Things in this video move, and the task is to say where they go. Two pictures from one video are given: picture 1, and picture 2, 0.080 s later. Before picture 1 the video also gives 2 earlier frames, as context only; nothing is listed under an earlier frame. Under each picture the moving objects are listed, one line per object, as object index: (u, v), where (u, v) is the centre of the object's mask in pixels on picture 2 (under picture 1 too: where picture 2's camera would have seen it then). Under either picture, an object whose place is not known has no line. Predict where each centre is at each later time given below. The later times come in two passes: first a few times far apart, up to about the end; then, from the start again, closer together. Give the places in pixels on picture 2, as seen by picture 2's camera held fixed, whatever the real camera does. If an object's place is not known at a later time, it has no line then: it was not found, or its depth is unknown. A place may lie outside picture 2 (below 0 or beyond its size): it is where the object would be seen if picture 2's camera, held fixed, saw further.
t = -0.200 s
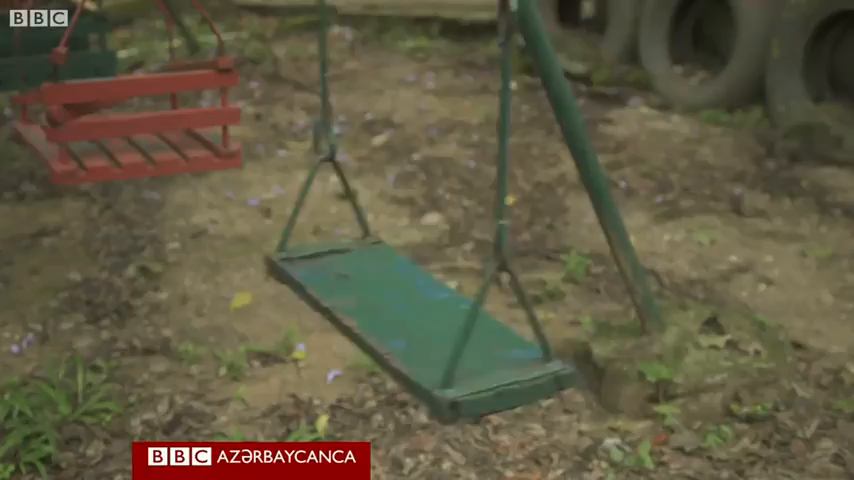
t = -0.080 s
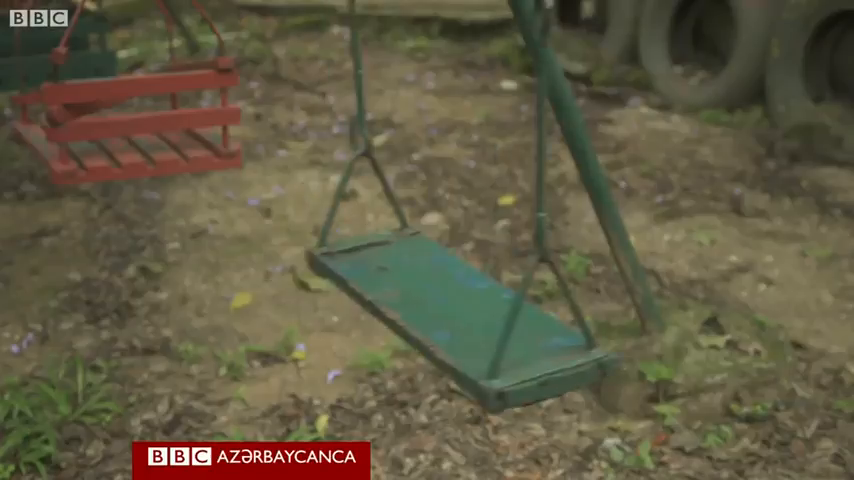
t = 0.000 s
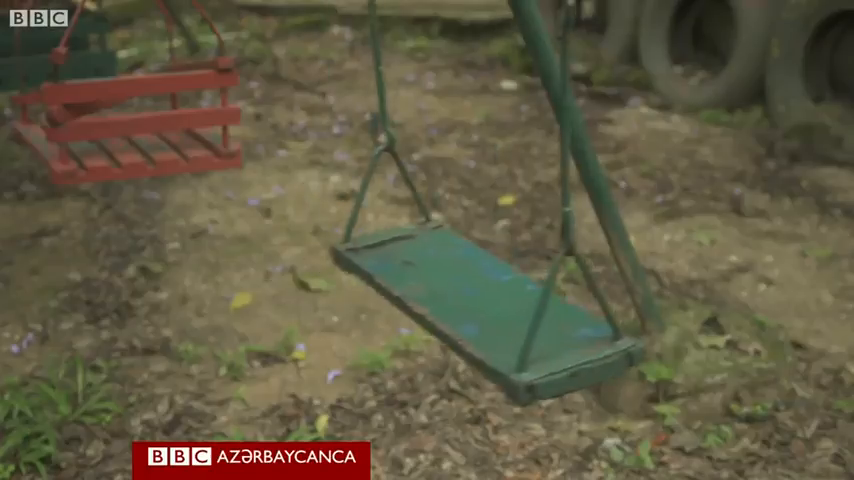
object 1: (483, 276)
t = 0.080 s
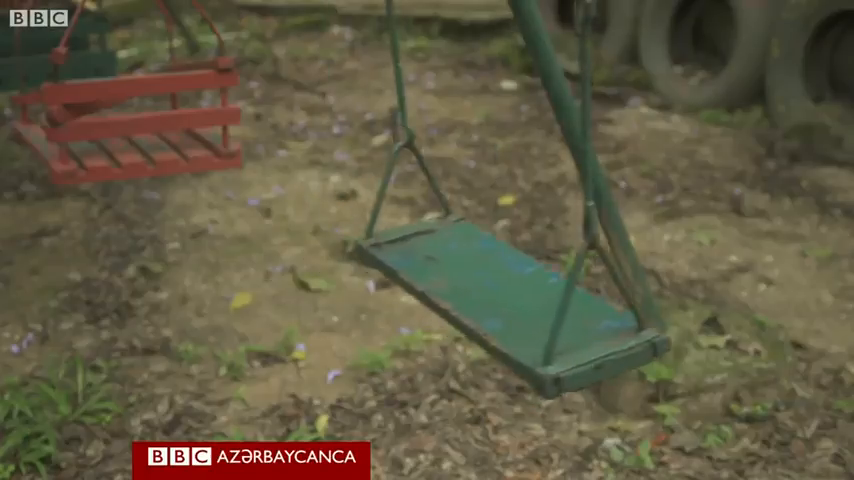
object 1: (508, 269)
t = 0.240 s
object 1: (538, 260)
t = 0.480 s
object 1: (542, 259)
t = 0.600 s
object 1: (524, 265)
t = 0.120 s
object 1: (510, 266)
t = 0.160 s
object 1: (525, 264)
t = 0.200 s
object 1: (531, 262)
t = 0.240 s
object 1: (538, 260)
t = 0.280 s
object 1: (542, 258)
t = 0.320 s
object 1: (545, 258)
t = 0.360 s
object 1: (547, 256)
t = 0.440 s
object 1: (545, 257)
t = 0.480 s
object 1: (542, 259)
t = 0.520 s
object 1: (537, 260)
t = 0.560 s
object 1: (531, 263)
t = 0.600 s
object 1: (524, 265)
